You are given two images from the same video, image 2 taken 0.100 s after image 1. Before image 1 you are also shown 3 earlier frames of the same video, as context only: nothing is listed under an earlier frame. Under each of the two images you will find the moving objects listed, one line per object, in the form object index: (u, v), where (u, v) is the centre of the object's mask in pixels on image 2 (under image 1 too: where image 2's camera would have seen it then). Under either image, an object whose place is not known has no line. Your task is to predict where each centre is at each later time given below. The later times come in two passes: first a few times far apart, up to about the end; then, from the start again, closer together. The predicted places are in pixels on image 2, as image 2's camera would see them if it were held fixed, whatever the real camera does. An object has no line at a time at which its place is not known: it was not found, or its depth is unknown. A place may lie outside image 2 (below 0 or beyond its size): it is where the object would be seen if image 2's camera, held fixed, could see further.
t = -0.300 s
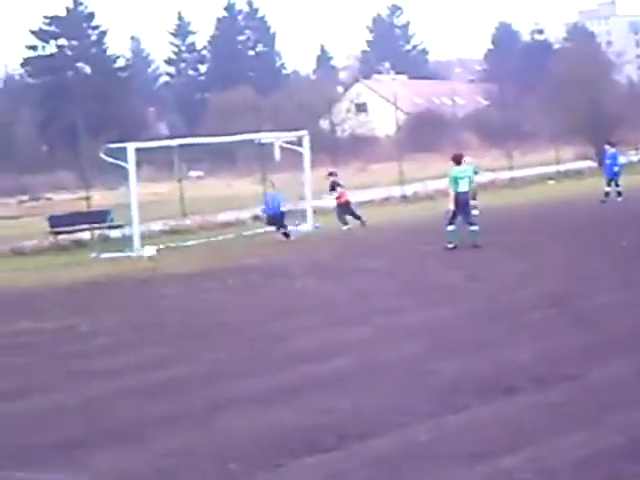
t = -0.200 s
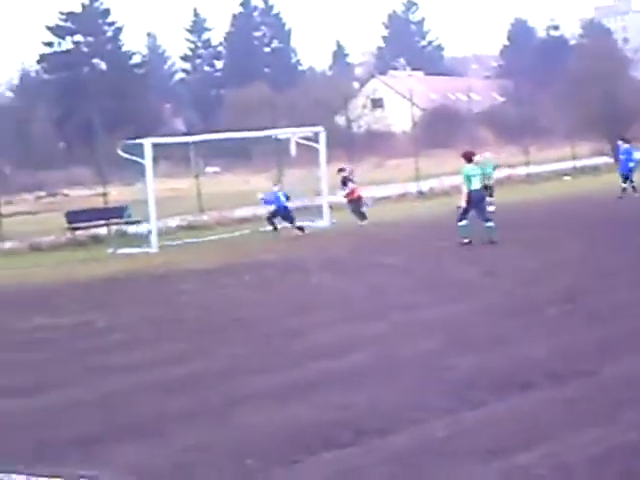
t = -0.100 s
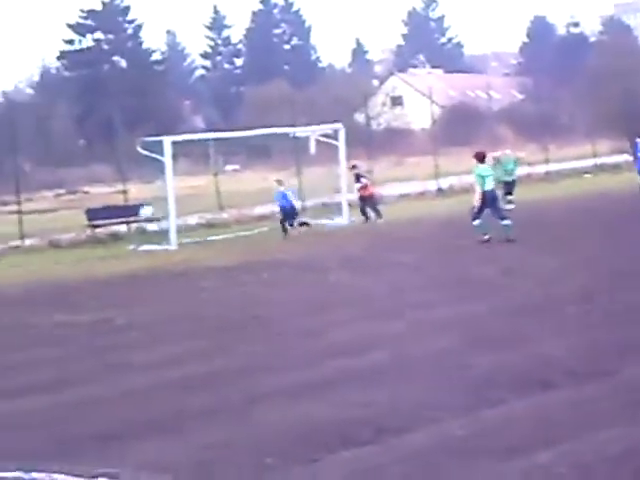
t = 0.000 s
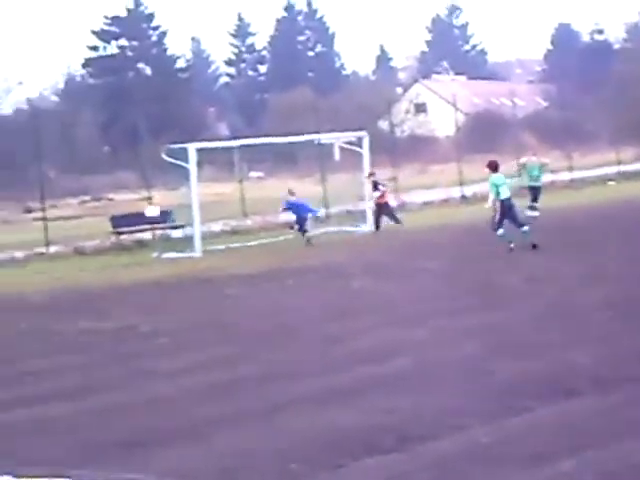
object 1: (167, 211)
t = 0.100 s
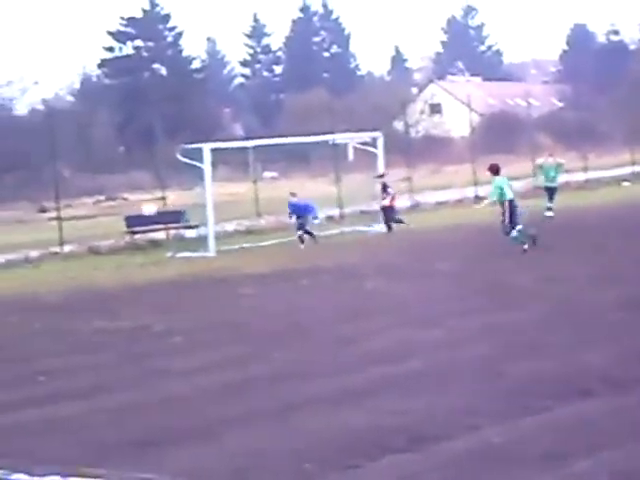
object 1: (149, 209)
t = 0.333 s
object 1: (107, 230)
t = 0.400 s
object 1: (94, 243)
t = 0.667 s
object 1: (44, 262)
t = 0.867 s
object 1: (1, 256)
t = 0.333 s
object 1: (107, 230)
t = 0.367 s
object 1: (100, 235)
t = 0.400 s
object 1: (94, 243)
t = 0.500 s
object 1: (78, 266)
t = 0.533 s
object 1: (73, 276)
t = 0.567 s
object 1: (66, 275)
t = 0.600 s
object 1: (59, 269)
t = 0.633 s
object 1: (52, 266)
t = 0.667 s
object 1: (44, 262)
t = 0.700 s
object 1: (36, 259)
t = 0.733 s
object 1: (30, 258)
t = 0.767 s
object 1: (27, 258)
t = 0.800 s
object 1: (16, 257)
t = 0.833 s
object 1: (8, 256)
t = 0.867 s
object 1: (1, 256)
